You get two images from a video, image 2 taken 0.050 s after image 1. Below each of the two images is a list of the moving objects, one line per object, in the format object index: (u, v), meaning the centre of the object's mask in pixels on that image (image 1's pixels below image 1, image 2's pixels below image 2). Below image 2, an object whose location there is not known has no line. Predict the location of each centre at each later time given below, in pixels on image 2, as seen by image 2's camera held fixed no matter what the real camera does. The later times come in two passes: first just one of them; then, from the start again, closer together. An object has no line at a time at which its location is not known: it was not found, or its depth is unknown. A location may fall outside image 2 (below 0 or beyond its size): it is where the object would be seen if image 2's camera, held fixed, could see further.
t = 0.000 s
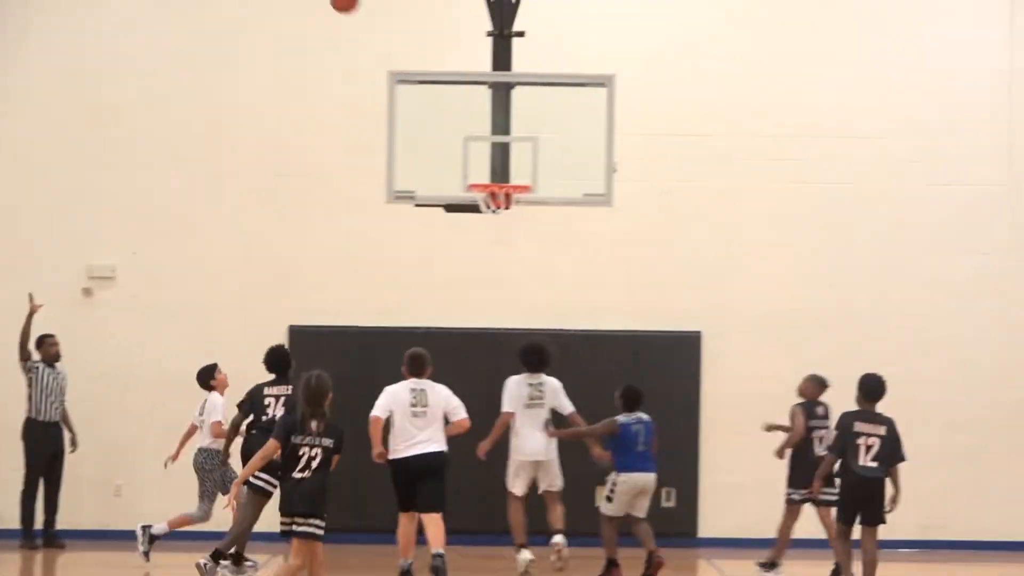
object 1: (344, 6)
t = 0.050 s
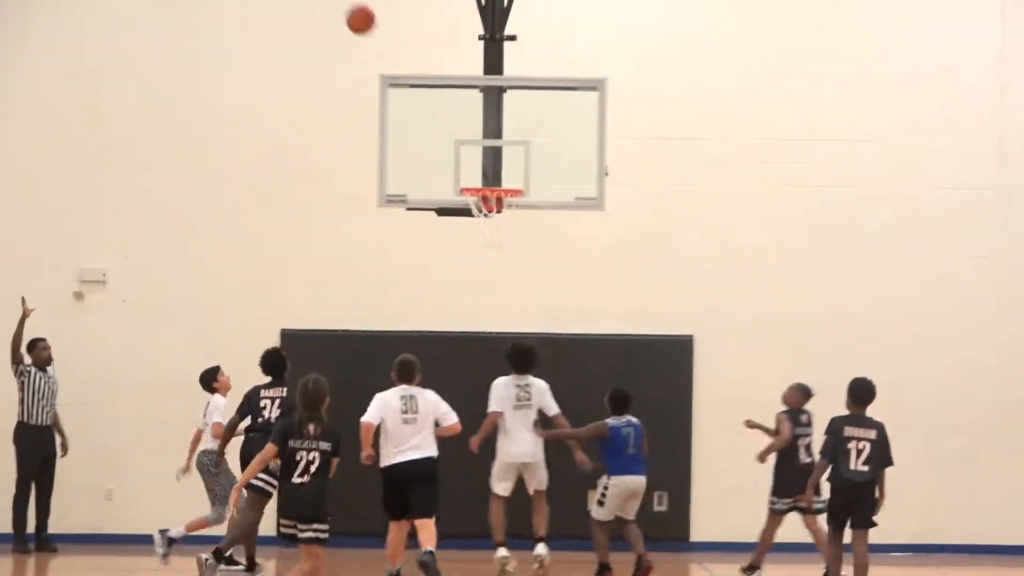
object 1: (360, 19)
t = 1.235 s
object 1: (616, 85)
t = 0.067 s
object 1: (369, 25)
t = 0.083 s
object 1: (377, 33)
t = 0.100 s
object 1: (384, 40)
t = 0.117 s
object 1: (392, 48)
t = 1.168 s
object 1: (607, 57)
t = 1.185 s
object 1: (609, 63)
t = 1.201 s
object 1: (611, 70)
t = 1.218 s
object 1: (614, 77)
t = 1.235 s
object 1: (616, 85)
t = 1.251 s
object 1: (618, 92)
